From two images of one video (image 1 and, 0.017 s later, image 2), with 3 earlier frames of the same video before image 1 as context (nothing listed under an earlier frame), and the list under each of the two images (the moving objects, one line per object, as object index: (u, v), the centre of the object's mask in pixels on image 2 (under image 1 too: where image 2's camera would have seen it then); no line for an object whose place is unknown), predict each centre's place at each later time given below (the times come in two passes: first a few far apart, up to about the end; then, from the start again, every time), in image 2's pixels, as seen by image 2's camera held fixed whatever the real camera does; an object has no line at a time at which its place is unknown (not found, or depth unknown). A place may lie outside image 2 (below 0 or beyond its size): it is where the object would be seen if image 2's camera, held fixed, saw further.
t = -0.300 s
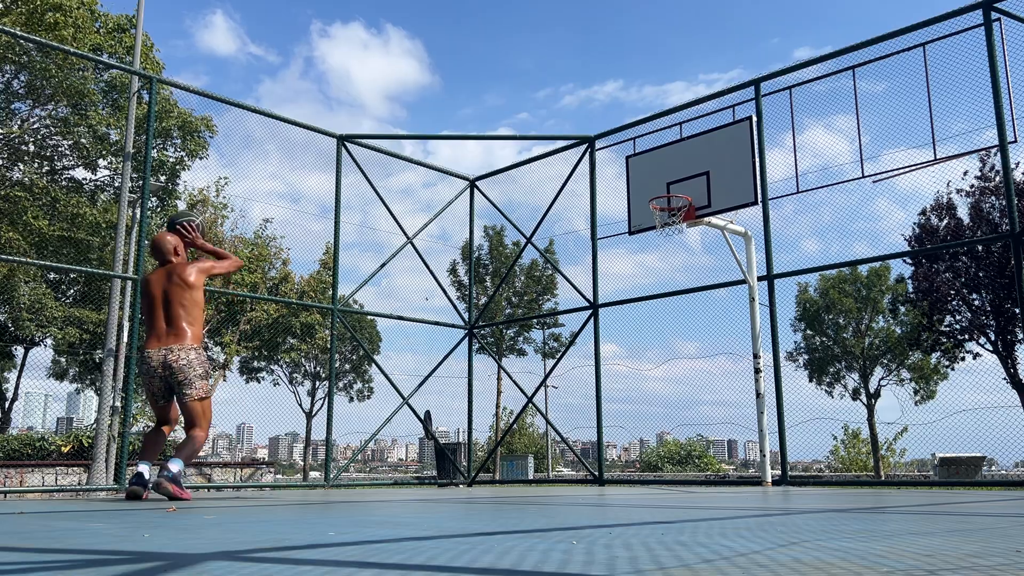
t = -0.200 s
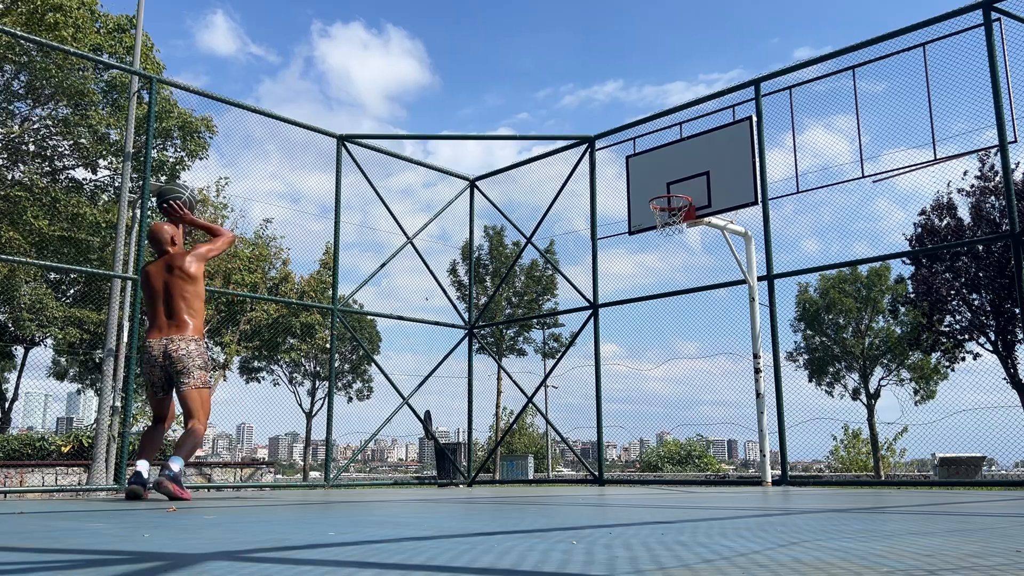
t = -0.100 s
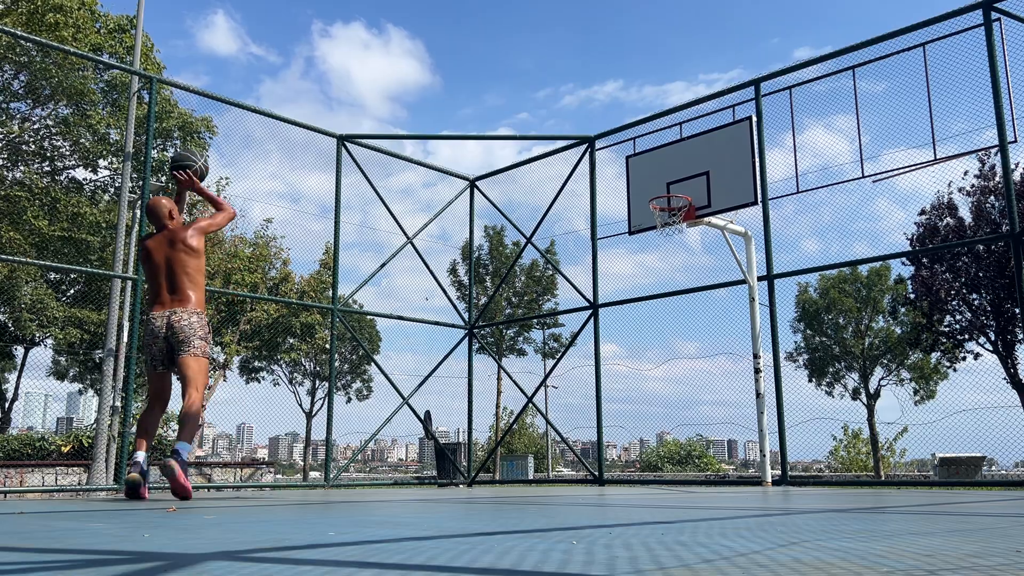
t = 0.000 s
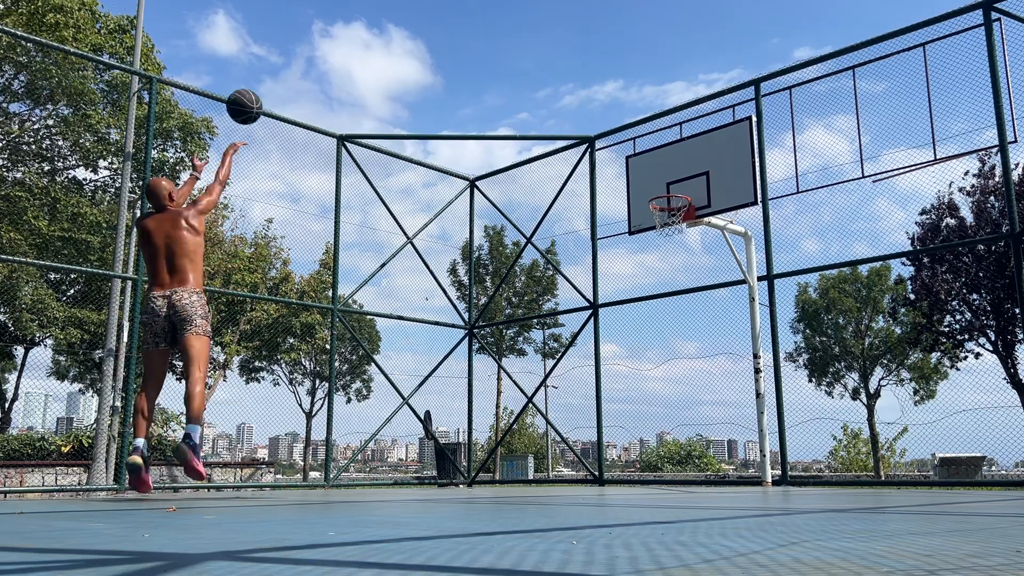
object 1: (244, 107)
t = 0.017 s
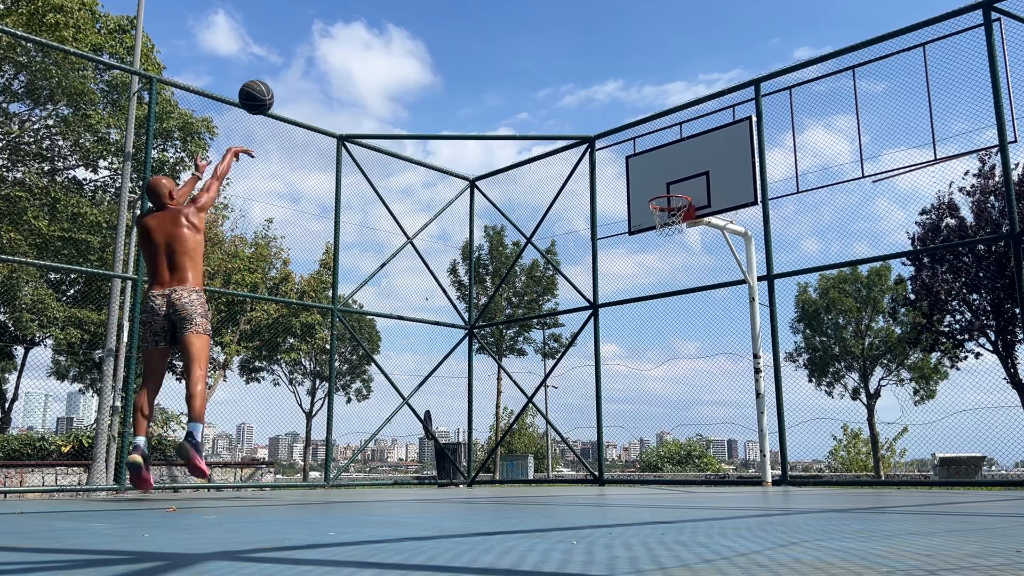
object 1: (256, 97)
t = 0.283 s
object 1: (407, 14)
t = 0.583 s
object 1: (526, 18)
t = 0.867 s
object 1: (614, 84)
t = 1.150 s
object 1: (689, 191)
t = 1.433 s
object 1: (674, 134)
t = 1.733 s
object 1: (652, 142)
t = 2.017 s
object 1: (633, 217)
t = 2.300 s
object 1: (617, 360)
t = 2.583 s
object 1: (608, 400)
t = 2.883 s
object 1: (608, 280)
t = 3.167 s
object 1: (612, 243)
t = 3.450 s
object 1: (619, 272)
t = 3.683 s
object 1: (627, 349)
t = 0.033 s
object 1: (267, 89)
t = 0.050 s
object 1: (278, 80)
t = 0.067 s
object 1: (289, 73)
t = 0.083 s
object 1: (300, 66)
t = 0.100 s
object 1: (310, 59)
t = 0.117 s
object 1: (320, 53)
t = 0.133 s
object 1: (329, 47)
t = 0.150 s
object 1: (339, 42)
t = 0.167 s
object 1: (348, 37)
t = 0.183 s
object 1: (357, 33)
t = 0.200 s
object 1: (366, 29)
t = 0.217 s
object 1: (374, 25)
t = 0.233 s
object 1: (382, 22)
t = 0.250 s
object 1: (391, 19)
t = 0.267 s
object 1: (399, 16)
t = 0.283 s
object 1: (407, 14)
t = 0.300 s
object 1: (414, 13)
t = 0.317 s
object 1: (422, 12)
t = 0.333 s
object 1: (429, 11)
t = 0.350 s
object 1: (437, 10)
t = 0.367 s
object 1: (444, 10)
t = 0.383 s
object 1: (451, 9)
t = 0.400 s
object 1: (458, 9)
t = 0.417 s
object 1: (465, 9)
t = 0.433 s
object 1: (471, 9)
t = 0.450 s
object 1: (478, 9)
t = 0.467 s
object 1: (484, 9)
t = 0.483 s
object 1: (491, 10)
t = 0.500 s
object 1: (497, 11)
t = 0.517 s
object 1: (503, 11)
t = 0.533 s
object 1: (508, 12)
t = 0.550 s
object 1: (515, 14)
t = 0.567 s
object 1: (520, 16)
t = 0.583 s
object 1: (526, 18)
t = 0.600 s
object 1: (532, 21)
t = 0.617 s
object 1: (537, 23)
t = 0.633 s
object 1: (543, 26)
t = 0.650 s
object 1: (548, 29)
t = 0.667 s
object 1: (554, 33)
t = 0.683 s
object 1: (559, 36)
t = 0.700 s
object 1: (564, 40)
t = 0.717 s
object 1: (570, 43)
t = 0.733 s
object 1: (575, 47)
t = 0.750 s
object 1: (580, 51)
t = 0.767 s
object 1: (585, 55)
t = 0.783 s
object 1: (590, 60)
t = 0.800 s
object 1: (595, 64)
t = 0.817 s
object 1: (600, 69)
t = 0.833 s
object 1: (605, 74)
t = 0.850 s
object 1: (609, 79)
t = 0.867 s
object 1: (614, 84)
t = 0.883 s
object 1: (619, 90)
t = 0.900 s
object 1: (624, 95)
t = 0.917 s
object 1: (628, 101)
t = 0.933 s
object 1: (633, 107)
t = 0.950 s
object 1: (638, 112)
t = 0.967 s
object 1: (642, 119)
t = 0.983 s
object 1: (646, 125)
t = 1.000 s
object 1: (651, 132)
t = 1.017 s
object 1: (655, 139)
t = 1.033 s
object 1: (659, 146)
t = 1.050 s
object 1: (664, 152)
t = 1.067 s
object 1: (668, 159)
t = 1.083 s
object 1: (673, 167)
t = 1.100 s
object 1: (677, 174)
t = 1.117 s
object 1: (682, 181)
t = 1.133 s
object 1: (687, 187)
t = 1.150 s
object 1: (689, 191)
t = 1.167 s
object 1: (689, 188)
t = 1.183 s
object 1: (689, 183)
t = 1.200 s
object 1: (689, 178)
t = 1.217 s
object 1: (689, 173)
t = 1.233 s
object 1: (689, 169)
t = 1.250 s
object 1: (688, 165)
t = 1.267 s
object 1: (687, 161)
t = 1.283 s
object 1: (685, 158)
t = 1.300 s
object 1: (683, 154)
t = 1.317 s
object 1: (682, 150)
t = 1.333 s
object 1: (681, 147)
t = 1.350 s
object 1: (679, 145)
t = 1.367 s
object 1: (678, 142)
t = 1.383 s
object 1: (677, 140)
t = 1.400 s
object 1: (676, 138)
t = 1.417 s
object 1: (675, 136)
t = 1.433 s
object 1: (674, 134)
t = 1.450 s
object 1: (672, 133)
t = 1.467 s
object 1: (671, 132)
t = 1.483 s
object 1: (670, 131)
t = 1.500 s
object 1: (668, 130)
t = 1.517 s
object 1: (667, 129)
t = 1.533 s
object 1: (666, 129)
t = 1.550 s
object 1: (664, 129)
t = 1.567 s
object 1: (663, 129)
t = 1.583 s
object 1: (662, 129)
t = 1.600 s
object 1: (661, 130)
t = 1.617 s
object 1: (660, 131)
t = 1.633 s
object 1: (659, 132)
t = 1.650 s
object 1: (658, 133)
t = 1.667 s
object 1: (656, 135)
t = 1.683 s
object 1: (655, 137)
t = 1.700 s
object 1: (654, 138)
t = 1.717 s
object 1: (653, 140)
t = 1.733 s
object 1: (652, 142)
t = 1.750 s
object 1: (651, 145)
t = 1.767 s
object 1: (649, 148)
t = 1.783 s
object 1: (648, 151)
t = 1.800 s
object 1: (647, 154)
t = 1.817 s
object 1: (646, 158)
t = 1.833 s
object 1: (645, 161)
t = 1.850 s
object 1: (644, 165)
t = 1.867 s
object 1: (643, 169)
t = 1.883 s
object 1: (642, 173)
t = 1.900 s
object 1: (641, 178)
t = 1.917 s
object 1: (640, 183)
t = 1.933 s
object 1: (639, 188)
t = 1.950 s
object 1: (638, 193)
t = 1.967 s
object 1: (638, 198)
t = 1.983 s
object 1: (636, 205)
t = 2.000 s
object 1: (635, 210)
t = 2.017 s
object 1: (633, 217)
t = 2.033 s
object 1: (633, 223)
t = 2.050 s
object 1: (631, 230)
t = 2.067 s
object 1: (631, 236)
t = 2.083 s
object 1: (630, 243)
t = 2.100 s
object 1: (629, 250)
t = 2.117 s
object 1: (628, 258)
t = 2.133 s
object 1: (627, 266)
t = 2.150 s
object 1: (626, 274)
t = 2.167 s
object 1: (625, 282)
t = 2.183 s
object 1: (624, 290)
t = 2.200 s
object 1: (623, 300)
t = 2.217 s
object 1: (622, 309)
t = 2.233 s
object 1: (621, 318)
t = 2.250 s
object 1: (620, 329)
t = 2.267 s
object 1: (619, 339)
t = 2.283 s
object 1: (618, 349)
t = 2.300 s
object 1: (617, 360)
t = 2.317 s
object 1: (616, 371)
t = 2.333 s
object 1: (616, 382)
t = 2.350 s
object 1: (615, 394)
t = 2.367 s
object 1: (614, 406)
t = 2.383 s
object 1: (613, 419)
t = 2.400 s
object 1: (612, 432)
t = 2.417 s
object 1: (611, 445)
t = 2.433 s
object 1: (611, 459)
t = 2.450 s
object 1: (611, 473)
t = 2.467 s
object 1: (610, 474)
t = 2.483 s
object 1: (609, 462)
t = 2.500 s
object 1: (609, 451)
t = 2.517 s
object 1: (609, 440)
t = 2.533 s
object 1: (609, 429)
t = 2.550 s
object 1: (609, 420)
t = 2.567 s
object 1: (608, 410)
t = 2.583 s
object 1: (608, 400)
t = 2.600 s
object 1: (608, 391)
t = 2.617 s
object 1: (607, 382)
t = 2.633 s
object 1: (607, 374)
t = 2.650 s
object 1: (608, 366)
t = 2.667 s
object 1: (608, 358)
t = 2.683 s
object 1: (608, 350)
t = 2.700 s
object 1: (607, 343)
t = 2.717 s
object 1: (607, 336)
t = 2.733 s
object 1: (607, 329)
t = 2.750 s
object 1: (608, 323)
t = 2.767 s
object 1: (608, 316)
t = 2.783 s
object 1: (608, 310)
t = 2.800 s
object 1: (608, 305)
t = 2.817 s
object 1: (608, 299)
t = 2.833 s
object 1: (608, 294)
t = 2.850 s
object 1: (608, 289)
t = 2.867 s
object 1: (608, 285)
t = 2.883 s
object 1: (608, 280)
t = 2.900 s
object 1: (608, 276)
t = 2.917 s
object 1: (608, 272)
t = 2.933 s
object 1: (609, 268)
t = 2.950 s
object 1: (609, 265)
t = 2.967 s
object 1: (609, 262)
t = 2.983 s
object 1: (609, 259)
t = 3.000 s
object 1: (609, 256)
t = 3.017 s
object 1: (610, 254)
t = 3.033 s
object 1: (610, 252)
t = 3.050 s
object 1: (610, 249)
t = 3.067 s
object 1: (610, 248)
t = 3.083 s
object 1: (611, 247)
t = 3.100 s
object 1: (611, 245)
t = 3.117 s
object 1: (611, 244)
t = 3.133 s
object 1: (611, 243)
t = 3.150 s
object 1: (612, 243)
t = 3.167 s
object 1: (612, 243)
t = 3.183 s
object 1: (612, 243)
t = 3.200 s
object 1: (613, 243)
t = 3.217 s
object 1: (613, 243)
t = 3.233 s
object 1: (613, 243)
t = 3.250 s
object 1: (614, 244)
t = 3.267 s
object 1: (614, 245)
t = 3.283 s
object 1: (614, 247)
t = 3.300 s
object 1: (615, 248)
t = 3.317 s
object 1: (615, 250)
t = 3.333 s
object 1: (616, 252)
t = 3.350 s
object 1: (616, 254)
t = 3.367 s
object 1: (617, 257)
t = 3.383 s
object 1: (617, 259)
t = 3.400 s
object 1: (618, 262)
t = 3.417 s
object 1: (618, 265)
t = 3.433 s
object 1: (619, 269)
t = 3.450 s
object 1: (619, 272)
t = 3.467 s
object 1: (620, 276)
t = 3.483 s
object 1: (620, 280)
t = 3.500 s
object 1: (620, 284)
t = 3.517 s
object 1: (621, 289)
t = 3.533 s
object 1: (622, 293)
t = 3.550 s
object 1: (622, 299)
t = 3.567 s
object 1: (623, 304)
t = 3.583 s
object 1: (623, 310)
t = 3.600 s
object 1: (624, 316)
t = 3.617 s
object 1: (625, 322)
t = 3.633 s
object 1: (625, 328)
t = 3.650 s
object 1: (626, 335)
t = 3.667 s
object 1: (627, 342)
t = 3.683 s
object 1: (627, 349)
